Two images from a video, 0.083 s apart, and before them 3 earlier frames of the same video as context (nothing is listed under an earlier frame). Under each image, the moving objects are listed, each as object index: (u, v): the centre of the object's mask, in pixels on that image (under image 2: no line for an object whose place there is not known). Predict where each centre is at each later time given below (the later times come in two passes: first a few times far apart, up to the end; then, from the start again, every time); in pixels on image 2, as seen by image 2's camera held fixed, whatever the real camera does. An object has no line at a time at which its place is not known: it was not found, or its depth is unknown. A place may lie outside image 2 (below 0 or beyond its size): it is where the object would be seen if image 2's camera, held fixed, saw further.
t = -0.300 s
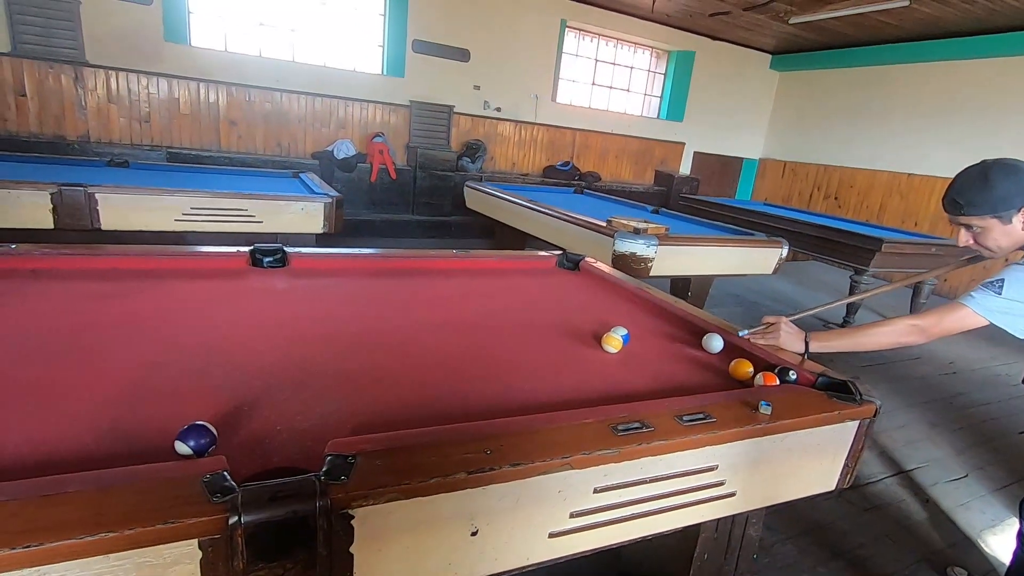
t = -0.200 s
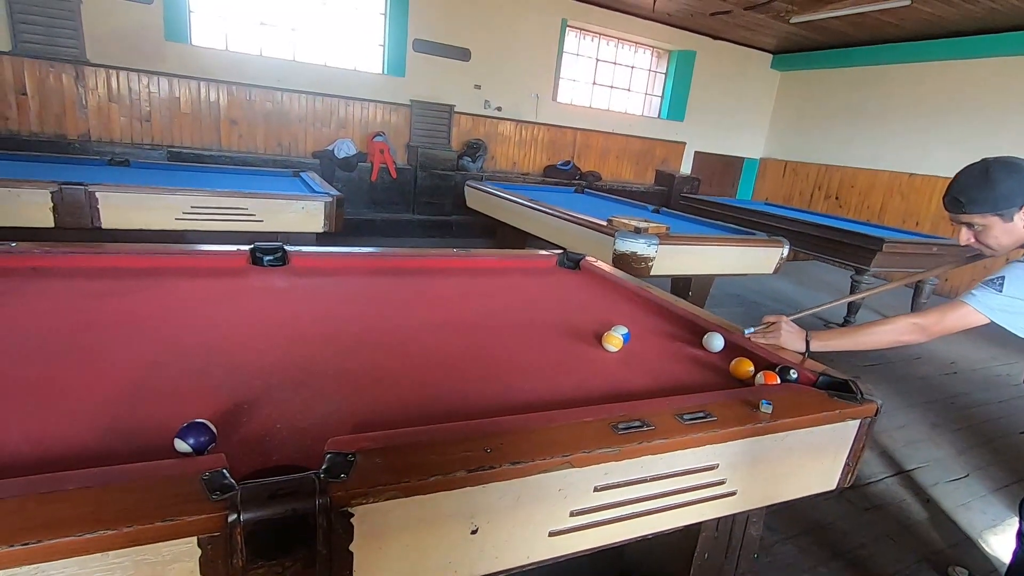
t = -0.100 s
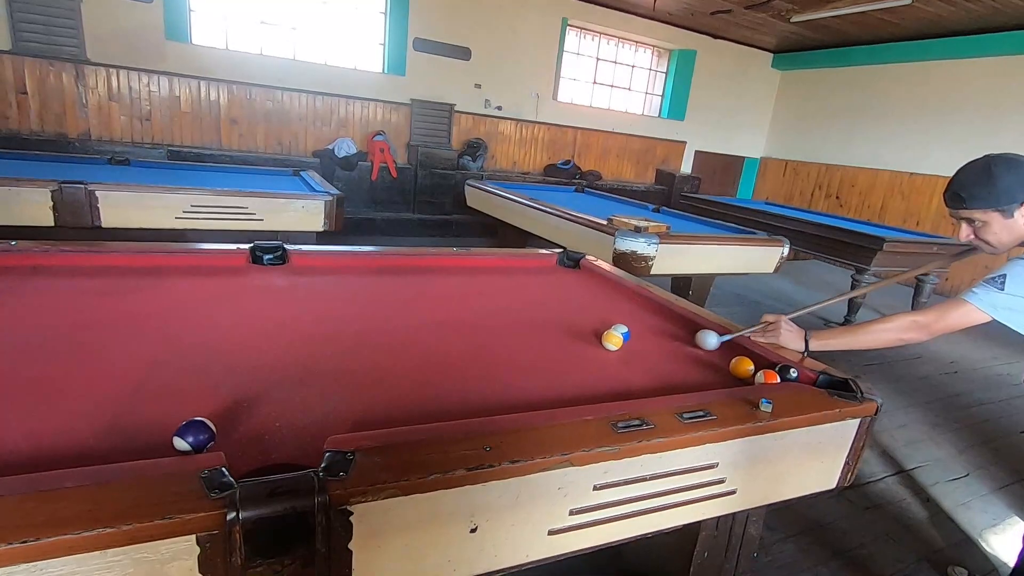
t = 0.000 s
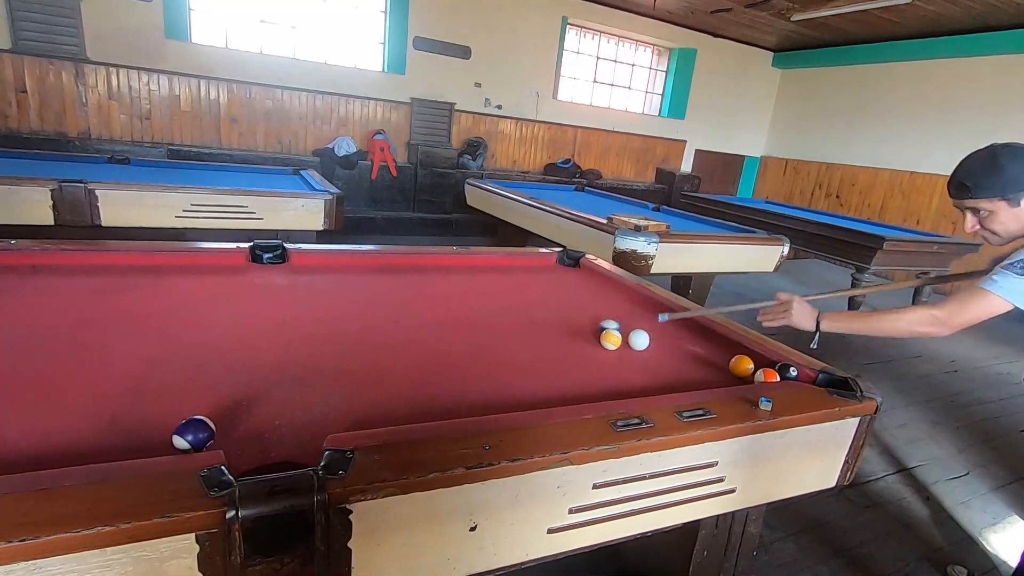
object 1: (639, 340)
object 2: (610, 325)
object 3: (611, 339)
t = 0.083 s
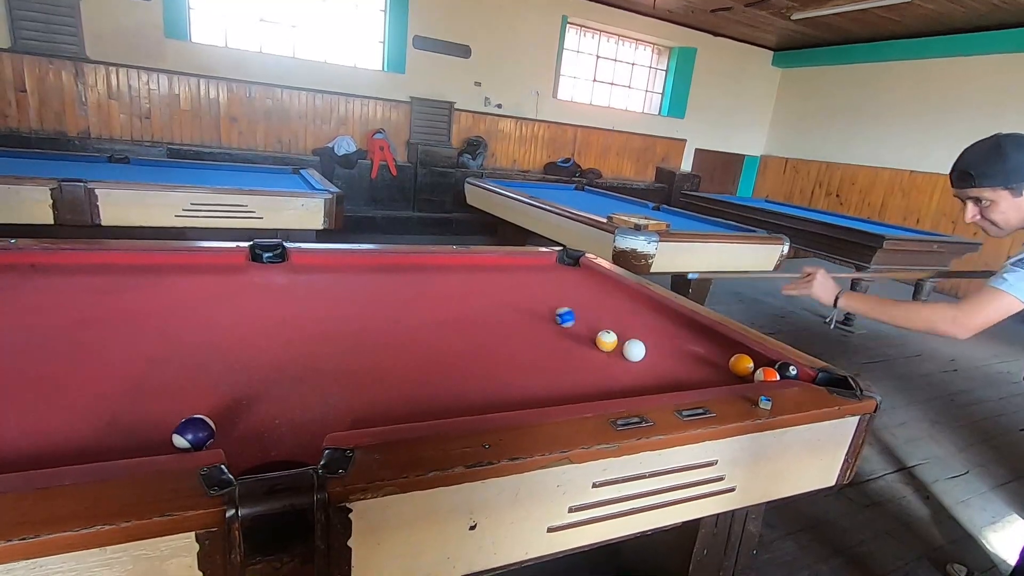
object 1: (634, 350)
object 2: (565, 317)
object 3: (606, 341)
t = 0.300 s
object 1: (620, 383)
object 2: (487, 295)
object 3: (596, 347)
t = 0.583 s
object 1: (561, 382)
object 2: (404, 273)
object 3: (584, 355)
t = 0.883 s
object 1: (495, 367)
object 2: (339, 260)
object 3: (570, 365)
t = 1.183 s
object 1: (436, 353)
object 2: (299, 270)
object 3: (556, 376)
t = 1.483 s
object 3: (541, 387)
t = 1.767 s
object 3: (526, 397)
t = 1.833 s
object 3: (523, 399)
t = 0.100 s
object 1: (633, 353)
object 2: (557, 315)
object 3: (606, 341)
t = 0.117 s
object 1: (632, 355)
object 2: (550, 313)
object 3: (605, 341)
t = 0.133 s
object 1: (631, 357)
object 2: (544, 311)
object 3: (604, 342)
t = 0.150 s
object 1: (630, 360)
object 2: (537, 309)
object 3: (604, 342)
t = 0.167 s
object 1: (629, 362)
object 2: (531, 307)
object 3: (603, 343)
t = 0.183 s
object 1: (628, 365)
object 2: (524, 306)
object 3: (602, 343)
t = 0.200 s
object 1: (627, 367)
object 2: (519, 305)
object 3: (601, 344)
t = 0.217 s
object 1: (626, 370)
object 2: (513, 303)
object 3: (600, 344)
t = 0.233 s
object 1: (625, 373)
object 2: (508, 301)
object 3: (600, 345)
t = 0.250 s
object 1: (624, 376)
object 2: (502, 299)
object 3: (599, 345)
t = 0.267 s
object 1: (623, 378)
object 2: (497, 298)
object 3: (598, 345)
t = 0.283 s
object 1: (621, 381)
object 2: (492, 297)
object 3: (597, 346)
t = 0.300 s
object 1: (620, 383)
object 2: (487, 295)
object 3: (596, 347)
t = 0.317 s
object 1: (619, 386)
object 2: (481, 293)
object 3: (596, 347)
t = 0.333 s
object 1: (618, 388)
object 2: (476, 292)
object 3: (595, 348)
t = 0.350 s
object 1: (616, 390)
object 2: (470, 291)
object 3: (594, 348)
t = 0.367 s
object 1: (614, 392)
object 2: (465, 289)
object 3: (593, 349)
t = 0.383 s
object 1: (610, 391)
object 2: (461, 288)
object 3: (593, 349)
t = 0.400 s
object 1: (605, 390)
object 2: (456, 286)
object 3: (592, 350)
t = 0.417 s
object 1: (601, 390)
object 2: (451, 285)
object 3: (591, 350)
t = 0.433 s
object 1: (597, 389)
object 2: (446, 284)
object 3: (590, 351)
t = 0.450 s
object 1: (592, 388)
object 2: (441, 283)
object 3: (590, 351)
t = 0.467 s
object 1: (588, 388)
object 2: (435, 281)
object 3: (589, 352)
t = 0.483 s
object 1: (584, 387)
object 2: (431, 280)
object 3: (588, 352)
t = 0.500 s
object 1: (580, 386)
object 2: (426, 279)
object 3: (587, 353)
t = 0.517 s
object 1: (576, 386)
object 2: (422, 277)
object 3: (587, 353)
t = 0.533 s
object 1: (572, 385)
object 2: (417, 276)
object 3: (586, 354)
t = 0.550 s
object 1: (569, 384)
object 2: (413, 274)
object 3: (585, 354)
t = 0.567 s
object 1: (564, 383)
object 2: (408, 274)
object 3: (585, 355)
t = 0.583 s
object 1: (561, 382)
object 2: (404, 273)
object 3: (584, 355)
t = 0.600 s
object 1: (557, 381)
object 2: (400, 271)
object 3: (583, 356)
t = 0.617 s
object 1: (553, 380)
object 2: (395, 270)
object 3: (582, 356)
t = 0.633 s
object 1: (549, 380)
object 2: (391, 269)
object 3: (581, 357)
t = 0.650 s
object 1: (546, 379)
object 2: (386, 268)
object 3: (581, 357)
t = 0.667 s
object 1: (542, 378)
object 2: (383, 267)
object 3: (580, 358)
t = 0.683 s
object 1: (538, 377)
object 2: (378, 265)
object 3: (579, 358)
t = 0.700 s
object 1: (534, 376)
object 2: (374, 264)
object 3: (578, 359)
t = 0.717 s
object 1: (531, 375)
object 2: (370, 263)
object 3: (578, 360)
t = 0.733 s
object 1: (527, 374)
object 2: (366, 262)
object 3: (577, 360)
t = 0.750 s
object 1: (524, 373)
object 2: (362, 261)
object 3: (576, 361)
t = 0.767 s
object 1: (520, 372)
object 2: (358, 260)
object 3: (575, 361)
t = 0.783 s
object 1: (516, 372)
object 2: (354, 259)
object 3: (575, 362)
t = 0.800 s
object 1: (513, 371)
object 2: (350, 258)
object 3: (574, 362)
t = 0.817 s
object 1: (509, 370)
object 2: (347, 257)
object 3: (573, 363)
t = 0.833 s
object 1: (506, 369)
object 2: (344, 258)
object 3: (572, 363)
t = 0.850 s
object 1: (502, 368)
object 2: (343, 259)
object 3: (572, 364)
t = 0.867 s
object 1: (499, 367)
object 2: (341, 259)
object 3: (571, 365)
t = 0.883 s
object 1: (495, 367)
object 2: (339, 260)
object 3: (570, 365)
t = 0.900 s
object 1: (492, 366)
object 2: (337, 261)
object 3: (569, 366)
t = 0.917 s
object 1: (488, 365)
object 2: (334, 261)
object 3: (569, 366)
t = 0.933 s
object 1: (485, 364)
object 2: (333, 261)
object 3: (568, 367)
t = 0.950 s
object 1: (482, 364)
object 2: (330, 262)
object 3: (567, 368)
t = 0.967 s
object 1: (478, 363)
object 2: (328, 262)
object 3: (566, 368)
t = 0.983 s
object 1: (475, 362)
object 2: (326, 263)
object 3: (565, 368)
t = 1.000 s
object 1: (472, 361)
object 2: (324, 264)
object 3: (565, 369)
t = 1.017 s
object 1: (468, 361)
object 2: (322, 264)
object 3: (564, 370)
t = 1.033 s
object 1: (465, 360)
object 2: (320, 265)
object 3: (563, 370)
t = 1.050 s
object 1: (462, 359)
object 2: (318, 266)
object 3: (562, 371)
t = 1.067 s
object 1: (459, 358)
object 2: (316, 266)
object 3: (561, 372)
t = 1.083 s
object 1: (456, 358)
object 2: (313, 267)
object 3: (561, 372)
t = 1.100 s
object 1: (452, 357)
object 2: (311, 267)
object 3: (560, 373)
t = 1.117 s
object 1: (449, 356)
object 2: (309, 268)
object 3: (559, 373)
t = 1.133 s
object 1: (446, 355)
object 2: (306, 268)
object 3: (558, 374)
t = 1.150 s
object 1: (443, 355)
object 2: (304, 269)
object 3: (557, 374)
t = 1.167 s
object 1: (440, 354)
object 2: (301, 270)
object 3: (557, 375)
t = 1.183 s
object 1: (436, 353)
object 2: (299, 270)
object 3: (556, 376)
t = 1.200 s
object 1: (433, 353)
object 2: (297, 271)
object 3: (555, 376)
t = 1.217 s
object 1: (430, 352)
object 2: (294, 272)
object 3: (554, 377)
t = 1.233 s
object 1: (427, 351)
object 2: (292, 272)
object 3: (554, 378)
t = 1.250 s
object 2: (290, 273)
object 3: (553, 378)
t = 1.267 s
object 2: (287, 274)
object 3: (552, 379)
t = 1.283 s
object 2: (284, 275)
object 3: (551, 379)
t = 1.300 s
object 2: (281, 275)
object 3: (551, 380)
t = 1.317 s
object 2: (279, 276)
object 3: (550, 381)
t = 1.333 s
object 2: (277, 276)
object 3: (549, 381)
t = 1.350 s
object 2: (274, 277)
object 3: (548, 382)
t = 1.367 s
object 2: (271, 278)
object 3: (547, 383)
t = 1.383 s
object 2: (268, 279)
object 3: (546, 383)
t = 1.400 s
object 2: (266, 279)
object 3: (546, 384)
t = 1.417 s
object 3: (545, 385)
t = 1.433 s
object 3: (544, 385)
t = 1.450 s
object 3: (543, 386)
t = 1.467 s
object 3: (542, 387)
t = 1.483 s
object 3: (541, 387)
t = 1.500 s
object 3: (541, 388)
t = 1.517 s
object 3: (540, 389)
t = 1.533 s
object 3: (539, 389)
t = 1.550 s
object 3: (538, 390)
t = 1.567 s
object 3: (537, 391)
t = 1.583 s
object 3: (536, 391)
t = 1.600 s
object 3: (535, 392)
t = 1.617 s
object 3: (535, 392)
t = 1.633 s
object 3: (534, 393)
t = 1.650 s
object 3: (533, 394)
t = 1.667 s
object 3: (532, 394)
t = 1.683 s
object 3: (531, 395)
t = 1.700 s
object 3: (530, 395)
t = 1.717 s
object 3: (529, 396)
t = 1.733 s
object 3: (528, 396)
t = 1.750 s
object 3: (527, 397)
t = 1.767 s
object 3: (526, 397)
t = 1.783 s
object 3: (526, 397)
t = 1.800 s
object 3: (525, 398)
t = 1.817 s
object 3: (524, 399)
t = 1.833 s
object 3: (523, 399)
